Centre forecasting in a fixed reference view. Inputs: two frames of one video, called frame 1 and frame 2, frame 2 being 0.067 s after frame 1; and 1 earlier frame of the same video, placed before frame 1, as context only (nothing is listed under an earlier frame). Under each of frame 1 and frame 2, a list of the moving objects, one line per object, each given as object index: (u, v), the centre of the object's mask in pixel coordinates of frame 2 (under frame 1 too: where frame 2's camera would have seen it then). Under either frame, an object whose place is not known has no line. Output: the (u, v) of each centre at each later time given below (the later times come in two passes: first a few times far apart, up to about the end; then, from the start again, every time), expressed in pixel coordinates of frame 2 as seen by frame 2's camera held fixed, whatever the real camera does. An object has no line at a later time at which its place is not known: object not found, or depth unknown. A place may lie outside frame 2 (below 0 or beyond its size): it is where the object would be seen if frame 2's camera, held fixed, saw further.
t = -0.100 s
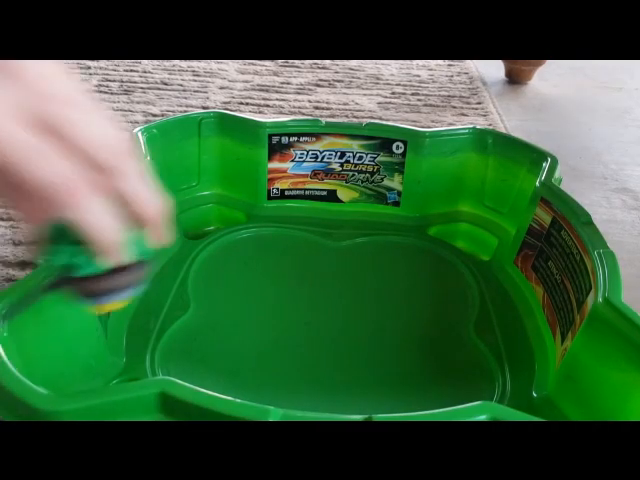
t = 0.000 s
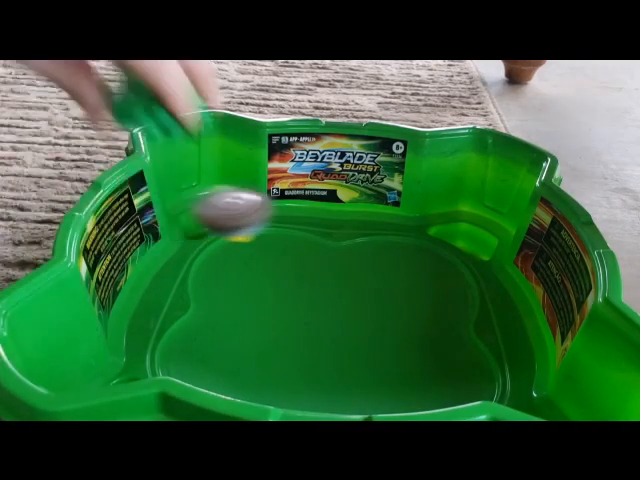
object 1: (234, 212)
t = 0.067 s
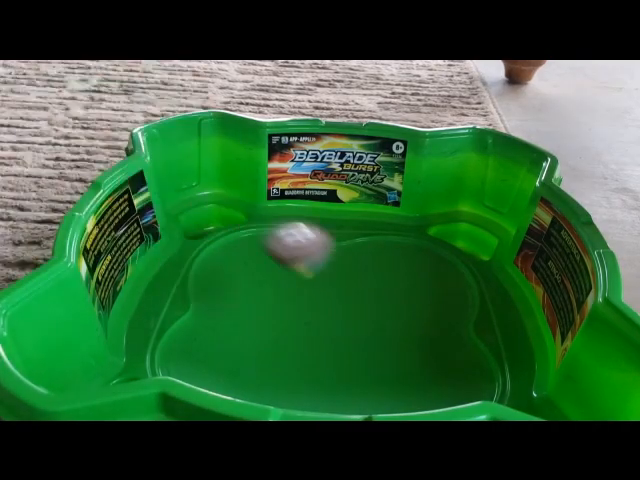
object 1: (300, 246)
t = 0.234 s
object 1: (382, 283)
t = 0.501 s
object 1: (359, 284)
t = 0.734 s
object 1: (292, 330)
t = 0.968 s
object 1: (412, 369)
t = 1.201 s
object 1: (455, 305)
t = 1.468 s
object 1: (318, 264)
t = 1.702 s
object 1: (227, 329)
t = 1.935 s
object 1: (318, 392)
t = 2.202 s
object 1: (425, 332)
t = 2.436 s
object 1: (342, 263)
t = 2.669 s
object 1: (229, 274)
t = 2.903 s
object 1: (217, 341)
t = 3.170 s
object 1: (361, 365)
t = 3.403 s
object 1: (401, 286)
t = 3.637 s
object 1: (318, 241)
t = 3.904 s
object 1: (239, 269)
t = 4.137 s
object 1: (269, 336)
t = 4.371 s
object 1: (395, 338)
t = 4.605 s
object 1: (410, 276)
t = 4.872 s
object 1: (342, 275)
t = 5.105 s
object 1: (310, 317)
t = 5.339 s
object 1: (362, 345)
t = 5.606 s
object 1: (383, 317)
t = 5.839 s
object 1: (328, 307)
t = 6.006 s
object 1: (303, 321)
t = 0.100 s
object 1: (325, 275)
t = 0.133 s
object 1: (346, 300)
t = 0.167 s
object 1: (359, 283)
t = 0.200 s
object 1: (371, 277)
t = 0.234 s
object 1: (382, 283)
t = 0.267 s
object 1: (392, 300)
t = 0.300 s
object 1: (397, 304)
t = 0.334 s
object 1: (397, 299)
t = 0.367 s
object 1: (395, 297)
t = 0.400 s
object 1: (390, 293)
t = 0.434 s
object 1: (382, 289)
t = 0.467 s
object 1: (371, 286)
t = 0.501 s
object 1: (359, 284)
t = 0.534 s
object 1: (344, 284)
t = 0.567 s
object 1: (329, 286)
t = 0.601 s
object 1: (315, 290)
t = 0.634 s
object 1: (304, 297)
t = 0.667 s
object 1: (295, 307)
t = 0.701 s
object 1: (291, 318)
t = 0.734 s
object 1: (292, 330)
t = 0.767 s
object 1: (300, 343)
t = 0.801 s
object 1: (312, 354)
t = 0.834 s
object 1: (330, 363)
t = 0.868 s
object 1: (350, 370)
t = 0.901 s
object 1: (371, 372)
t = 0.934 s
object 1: (392, 372)
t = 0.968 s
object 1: (412, 369)
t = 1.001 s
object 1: (428, 363)
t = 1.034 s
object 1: (442, 355)
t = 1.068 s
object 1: (453, 347)
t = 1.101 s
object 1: (461, 336)
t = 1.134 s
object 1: (463, 327)
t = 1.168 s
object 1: (463, 315)
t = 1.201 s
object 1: (455, 305)
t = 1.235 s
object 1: (446, 294)
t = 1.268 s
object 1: (434, 285)
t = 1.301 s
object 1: (417, 277)
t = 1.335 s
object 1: (398, 271)
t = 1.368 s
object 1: (379, 267)
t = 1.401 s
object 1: (360, 264)
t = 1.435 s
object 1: (339, 263)
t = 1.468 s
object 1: (318, 264)
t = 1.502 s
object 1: (299, 266)
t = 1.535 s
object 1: (279, 272)
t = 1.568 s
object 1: (262, 280)
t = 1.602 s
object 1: (248, 290)
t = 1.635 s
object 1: (237, 302)
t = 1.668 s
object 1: (230, 315)
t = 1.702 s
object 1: (227, 329)
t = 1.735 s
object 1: (230, 343)
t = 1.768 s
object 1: (236, 357)
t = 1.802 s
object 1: (246, 370)
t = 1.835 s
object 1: (261, 379)
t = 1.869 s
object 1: (278, 386)
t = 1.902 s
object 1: (297, 392)
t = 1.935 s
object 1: (318, 392)
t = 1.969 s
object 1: (340, 393)
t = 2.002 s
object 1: (361, 391)
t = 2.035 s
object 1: (380, 386)
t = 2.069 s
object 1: (396, 378)
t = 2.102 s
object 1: (409, 368)
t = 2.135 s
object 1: (418, 356)
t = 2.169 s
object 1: (424, 344)
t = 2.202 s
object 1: (425, 332)
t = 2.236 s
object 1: (423, 318)
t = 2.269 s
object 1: (417, 306)
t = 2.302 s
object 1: (407, 294)
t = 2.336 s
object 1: (393, 285)
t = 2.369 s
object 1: (378, 275)
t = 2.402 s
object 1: (360, 267)
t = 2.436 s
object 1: (342, 263)
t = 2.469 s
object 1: (324, 259)
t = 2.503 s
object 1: (306, 257)
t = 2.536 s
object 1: (288, 257)
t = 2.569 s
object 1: (271, 259)
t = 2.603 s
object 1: (256, 263)
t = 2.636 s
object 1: (241, 268)
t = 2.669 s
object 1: (229, 274)
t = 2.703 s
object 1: (218, 281)
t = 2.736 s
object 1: (209, 290)
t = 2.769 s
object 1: (204, 300)
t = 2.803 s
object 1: (202, 310)
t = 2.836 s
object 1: (203, 321)
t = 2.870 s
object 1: (208, 331)
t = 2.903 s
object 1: (217, 341)
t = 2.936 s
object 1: (229, 350)
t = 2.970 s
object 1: (244, 358)
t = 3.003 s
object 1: (262, 365)
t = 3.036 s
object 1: (280, 370)
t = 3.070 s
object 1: (301, 373)
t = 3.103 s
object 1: (322, 373)
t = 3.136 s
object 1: (342, 370)
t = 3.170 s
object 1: (361, 365)
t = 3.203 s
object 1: (378, 357)
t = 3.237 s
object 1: (390, 348)
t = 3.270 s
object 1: (401, 336)
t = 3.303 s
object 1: (407, 323)
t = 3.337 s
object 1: (409, 311)
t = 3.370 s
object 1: (407, 298)
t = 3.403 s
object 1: (401, 286)
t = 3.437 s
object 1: (392, 275)
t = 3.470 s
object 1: (382, 267)
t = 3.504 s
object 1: (370, 259)
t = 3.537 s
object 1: (358, 252)
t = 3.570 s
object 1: (345, 247)
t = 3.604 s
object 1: (332, 243)
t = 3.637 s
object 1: (318, 241)
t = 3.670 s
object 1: (306, 240)
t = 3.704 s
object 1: (293, 240)
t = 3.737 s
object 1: (282, 242)
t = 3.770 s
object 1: (270, 245)
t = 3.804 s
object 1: (261, 249)
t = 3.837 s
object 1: (251, 255)
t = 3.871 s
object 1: (245, 261)
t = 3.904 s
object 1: (239, 269)
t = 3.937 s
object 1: (236, 278)
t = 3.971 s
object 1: (236, 283)
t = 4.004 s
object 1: (240, 299)
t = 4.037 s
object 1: (237, 309)
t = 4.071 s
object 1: (243, 318)
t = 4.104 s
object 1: (253, 328)
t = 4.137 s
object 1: (269, 336)
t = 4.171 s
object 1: (284, 344)
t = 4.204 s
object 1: (304, 347)
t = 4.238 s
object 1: (324, 352)
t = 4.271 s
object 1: (344, 352)
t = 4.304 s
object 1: (362, 350)
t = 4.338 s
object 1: (379, 345)
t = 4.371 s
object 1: (395, 338)
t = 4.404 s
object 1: (405, 329)
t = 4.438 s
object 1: (413, 322)
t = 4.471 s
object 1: (419, 312)
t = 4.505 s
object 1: (420, 303)
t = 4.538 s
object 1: (419, 293)
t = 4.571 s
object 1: (417, 285)
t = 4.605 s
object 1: (410, 276)
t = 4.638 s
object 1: (404, 270)
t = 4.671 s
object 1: (397, 270)
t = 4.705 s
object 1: (390, 270)
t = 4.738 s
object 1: (380, 269)
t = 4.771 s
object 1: (371, 270)
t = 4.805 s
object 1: (361, 270)
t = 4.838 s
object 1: (351, 271)
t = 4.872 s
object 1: (342, 275)
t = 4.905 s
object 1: (333, 279)
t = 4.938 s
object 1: (326, 284)
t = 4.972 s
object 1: (320, 289)
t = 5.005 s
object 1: (315, 295)
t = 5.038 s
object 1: (311, 303)
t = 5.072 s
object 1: (309, 310)
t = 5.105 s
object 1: (310, 317)
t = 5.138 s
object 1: (313, 324)
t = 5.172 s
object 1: (319, 330)
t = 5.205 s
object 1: (326, 336)
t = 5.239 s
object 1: (335, 340)
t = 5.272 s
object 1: (344, 343)
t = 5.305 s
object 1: (353, 344)
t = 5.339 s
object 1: (362, 345)
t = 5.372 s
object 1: (370, 343)
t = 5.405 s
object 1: (377, 341)
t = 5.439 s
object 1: (382, 337)
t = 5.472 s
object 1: (386, 333)
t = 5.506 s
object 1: (388, 329)
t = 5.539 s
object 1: (388, 325)
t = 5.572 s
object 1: (386, 321)
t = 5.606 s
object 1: (383, 317)
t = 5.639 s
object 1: (377, 314)
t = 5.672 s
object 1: (370, 310)
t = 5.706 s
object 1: (362, 308)
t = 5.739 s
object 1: (353, 307)
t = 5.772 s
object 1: (344, 306)
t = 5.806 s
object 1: (336, 306)
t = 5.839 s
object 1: (328, 307)
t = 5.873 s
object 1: (320, 308)
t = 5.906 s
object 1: (315, 310)
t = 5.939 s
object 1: (309, 313)
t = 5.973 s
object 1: (306, 317)
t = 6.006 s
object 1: (303, 321)
